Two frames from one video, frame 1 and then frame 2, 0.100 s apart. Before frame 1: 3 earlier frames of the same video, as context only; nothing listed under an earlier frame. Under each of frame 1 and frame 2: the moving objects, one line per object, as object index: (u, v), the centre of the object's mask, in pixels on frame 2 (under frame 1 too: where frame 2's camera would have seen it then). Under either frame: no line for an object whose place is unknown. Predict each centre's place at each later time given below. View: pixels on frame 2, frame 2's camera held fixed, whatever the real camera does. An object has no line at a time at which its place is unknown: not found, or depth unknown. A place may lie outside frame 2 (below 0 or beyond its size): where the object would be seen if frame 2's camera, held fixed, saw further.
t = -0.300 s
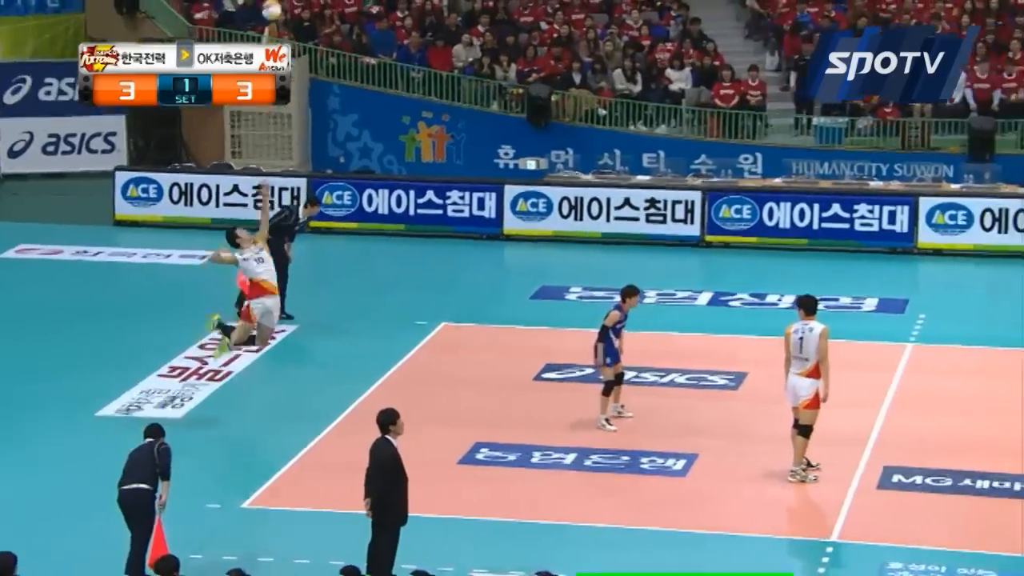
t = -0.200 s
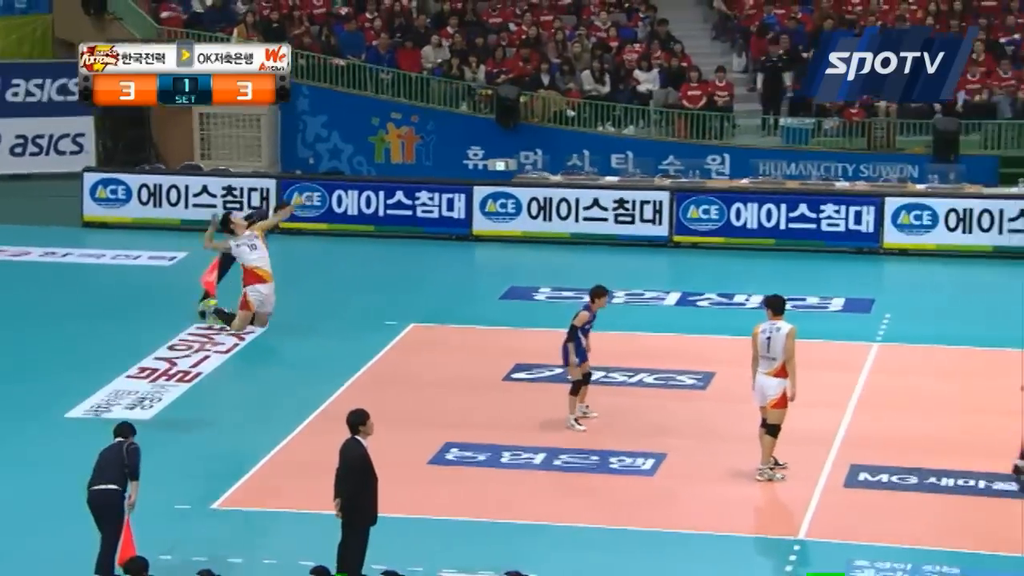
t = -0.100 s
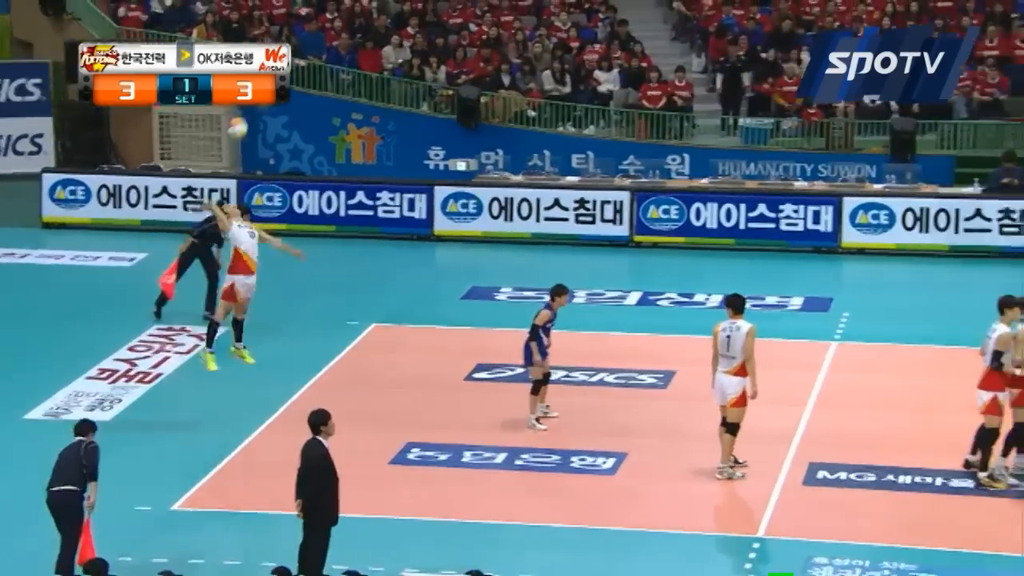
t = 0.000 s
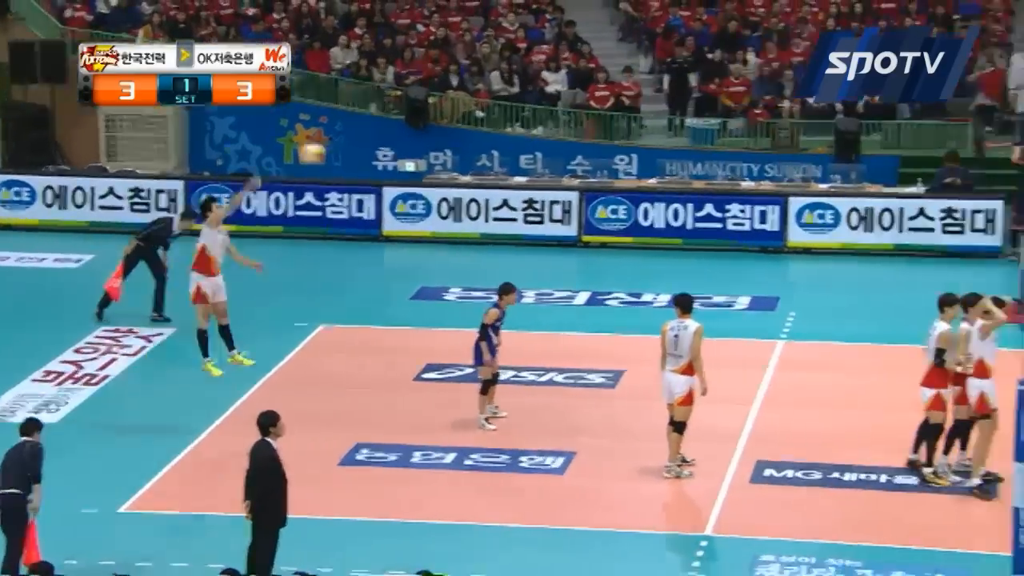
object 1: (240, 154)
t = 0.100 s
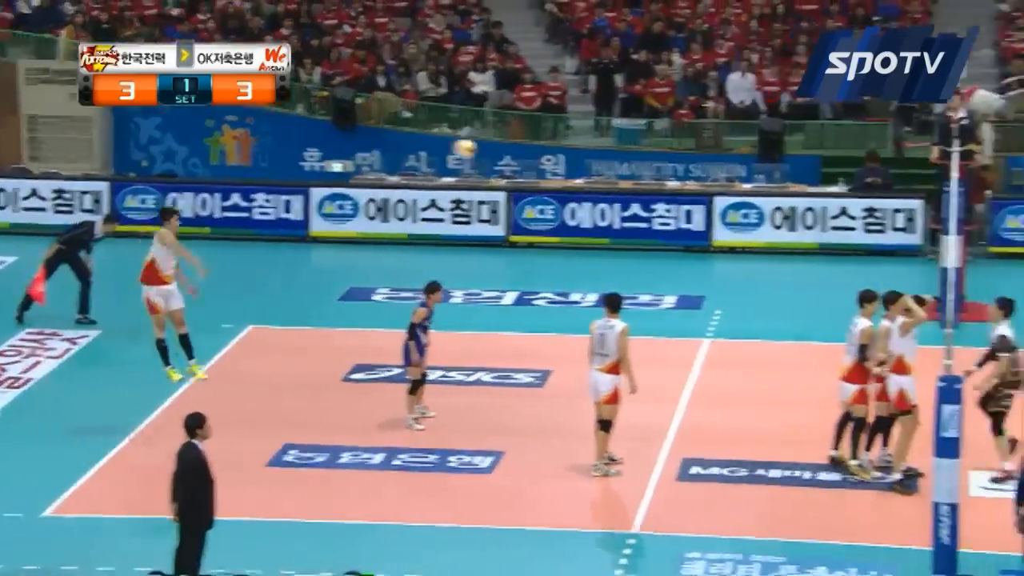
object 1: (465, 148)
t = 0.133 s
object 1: (537, 152)
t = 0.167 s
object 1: (609, 155)
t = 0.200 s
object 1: (680, 159)
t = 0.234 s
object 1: (752, 167)
